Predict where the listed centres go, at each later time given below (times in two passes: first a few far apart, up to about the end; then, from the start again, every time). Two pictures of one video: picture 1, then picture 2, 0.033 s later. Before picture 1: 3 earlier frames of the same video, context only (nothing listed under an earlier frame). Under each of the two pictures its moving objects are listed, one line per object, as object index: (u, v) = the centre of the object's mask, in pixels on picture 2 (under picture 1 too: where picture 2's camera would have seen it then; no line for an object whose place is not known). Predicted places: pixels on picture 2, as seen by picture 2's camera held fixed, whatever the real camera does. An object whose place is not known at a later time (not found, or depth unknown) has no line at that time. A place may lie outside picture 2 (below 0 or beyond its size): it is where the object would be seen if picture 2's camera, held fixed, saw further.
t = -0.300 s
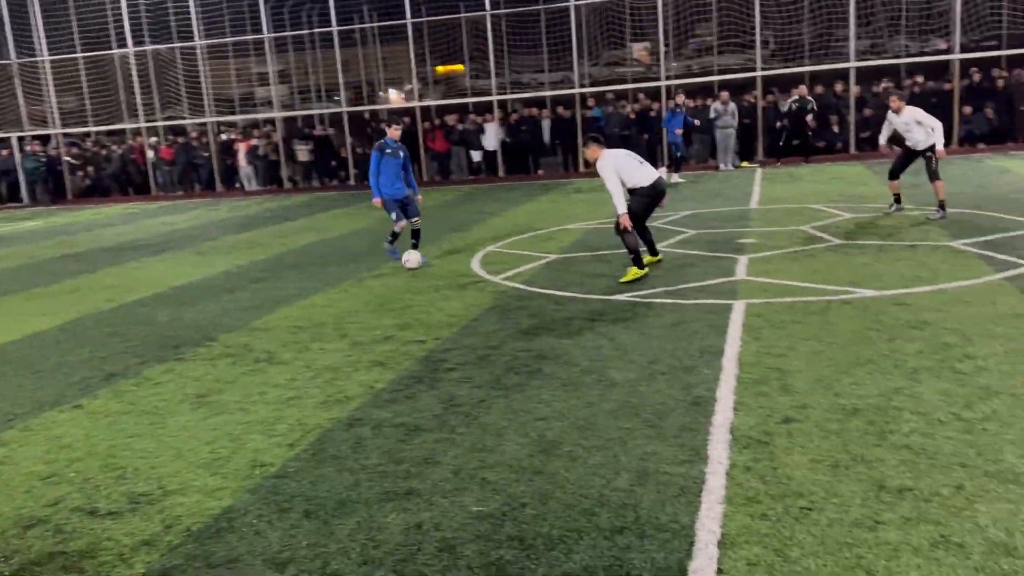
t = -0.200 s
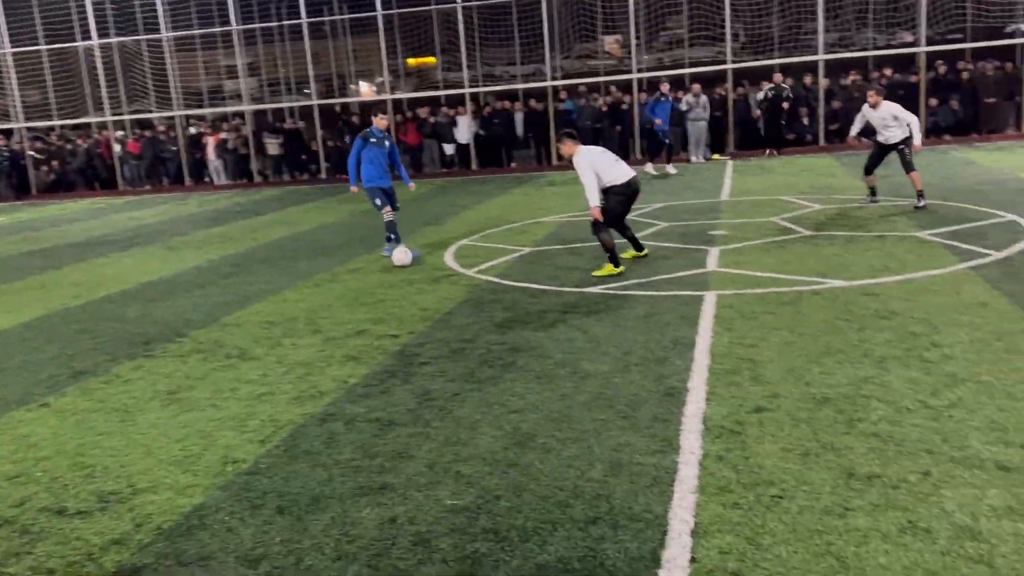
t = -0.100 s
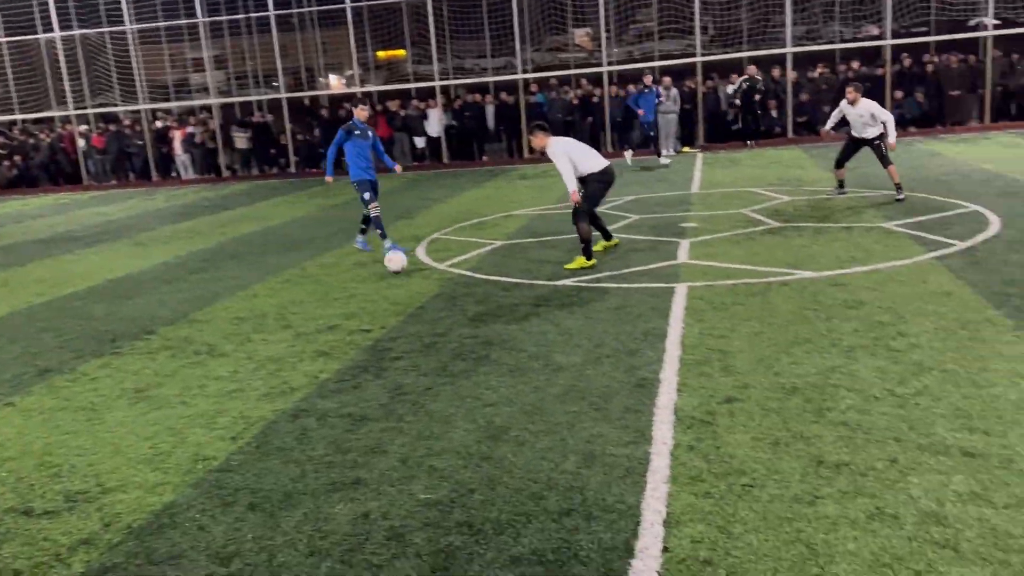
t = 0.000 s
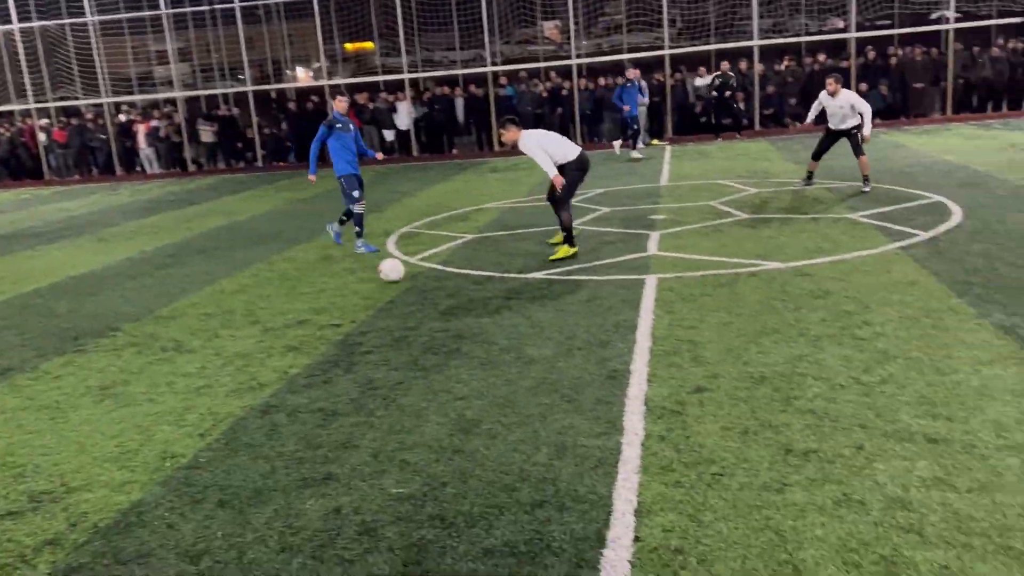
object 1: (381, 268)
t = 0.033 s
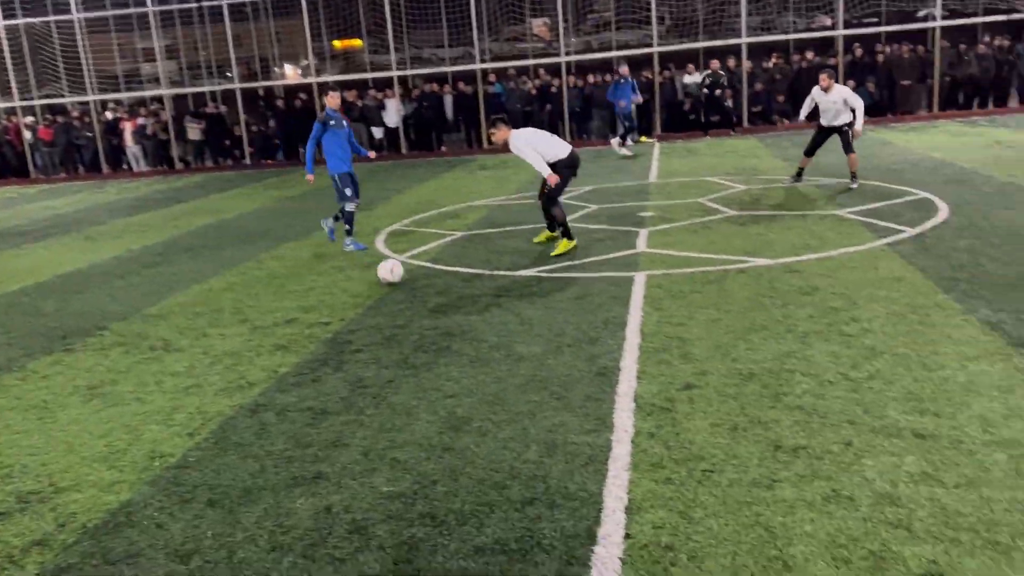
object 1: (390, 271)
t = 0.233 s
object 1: (455, 304)
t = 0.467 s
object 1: (552, 353)
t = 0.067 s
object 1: (400, 275)
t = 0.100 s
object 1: (410, 282)
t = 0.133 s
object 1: (421, 287)
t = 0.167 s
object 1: (430, 290)
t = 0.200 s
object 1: (442, 296)
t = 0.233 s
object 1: (455, 304)
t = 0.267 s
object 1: (467, 312)
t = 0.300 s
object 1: (479, 317)
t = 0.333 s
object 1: (493, 323)
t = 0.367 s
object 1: (506, 330)
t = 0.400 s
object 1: (522, 337)
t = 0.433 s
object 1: (537, 345)
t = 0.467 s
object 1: (552, 353)
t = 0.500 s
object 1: (569, 361)
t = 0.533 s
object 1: (587, 371)
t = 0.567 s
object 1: (604, 379)
